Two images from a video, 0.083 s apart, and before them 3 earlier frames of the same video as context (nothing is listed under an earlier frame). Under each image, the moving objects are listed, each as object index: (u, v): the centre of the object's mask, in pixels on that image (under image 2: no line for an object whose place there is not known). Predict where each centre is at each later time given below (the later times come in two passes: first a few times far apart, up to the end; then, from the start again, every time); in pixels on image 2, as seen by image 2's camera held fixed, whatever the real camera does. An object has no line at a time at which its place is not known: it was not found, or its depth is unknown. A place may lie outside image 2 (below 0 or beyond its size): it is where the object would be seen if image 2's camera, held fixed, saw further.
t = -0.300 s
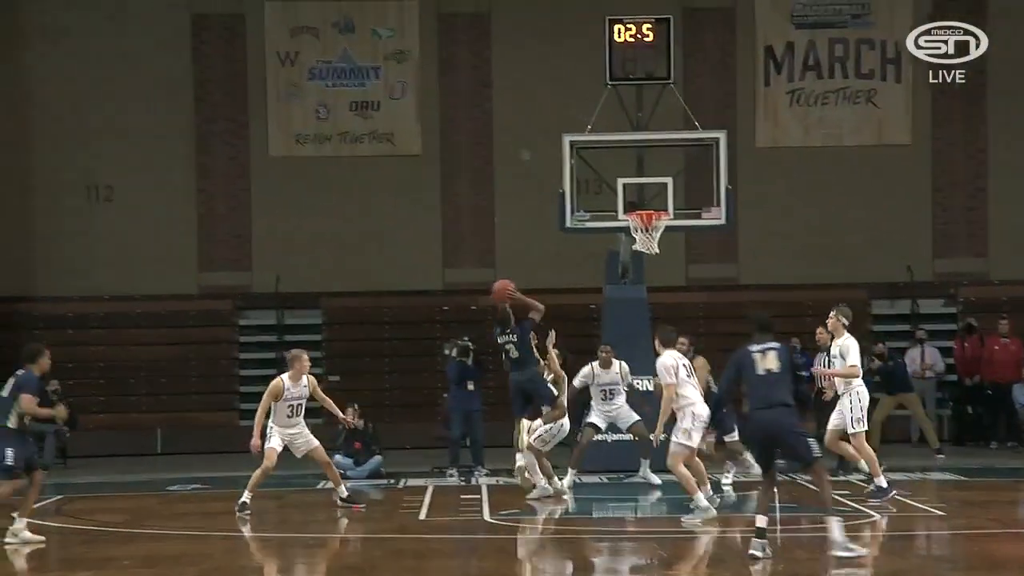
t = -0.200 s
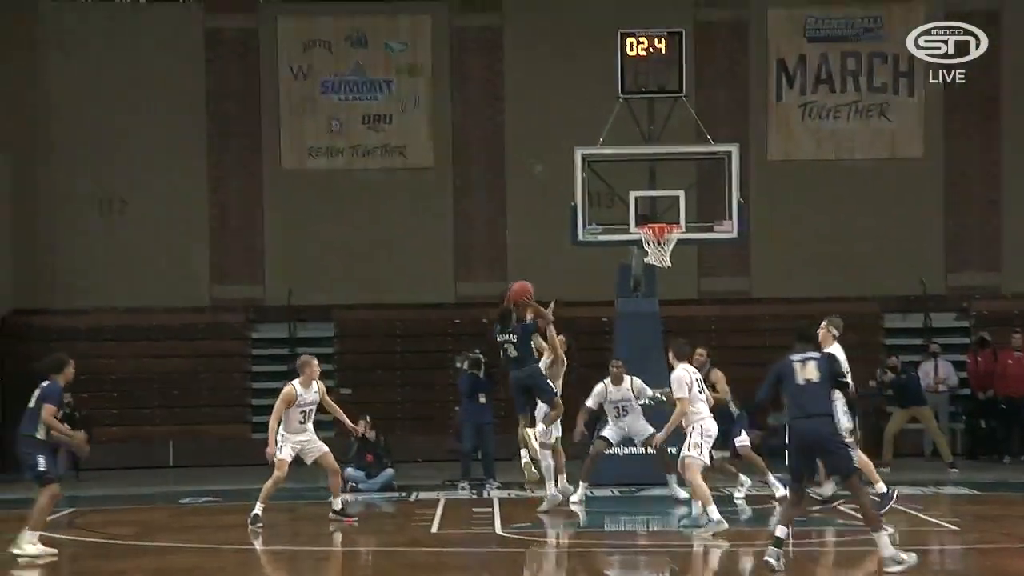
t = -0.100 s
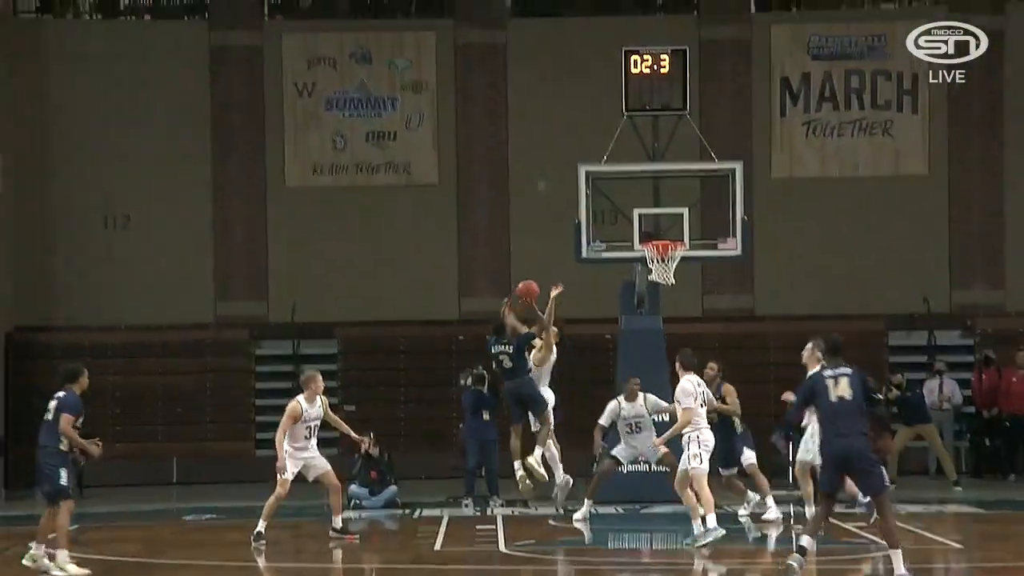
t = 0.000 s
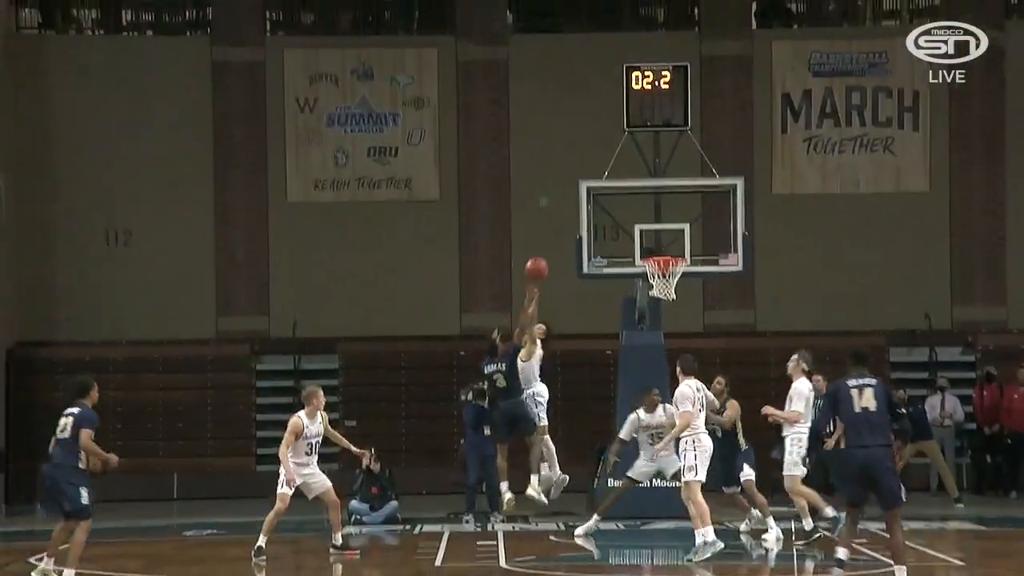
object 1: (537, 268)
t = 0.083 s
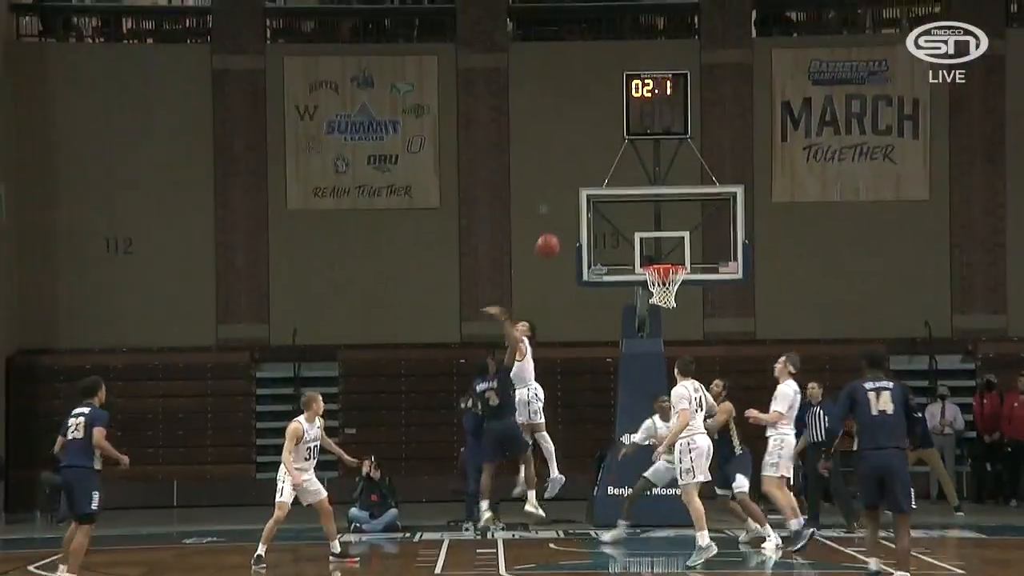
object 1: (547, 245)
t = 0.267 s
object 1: (572, 202)
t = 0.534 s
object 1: (608, 194)
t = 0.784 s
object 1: (640, 245)
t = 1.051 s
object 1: (668, 230)
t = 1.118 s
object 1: (674, 229)
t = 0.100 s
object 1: (550, 240)
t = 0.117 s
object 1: (552, 235)
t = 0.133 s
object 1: (555, 230)
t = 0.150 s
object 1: (557, 226)
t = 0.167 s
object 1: (559, 222)
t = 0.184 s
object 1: (561, 217)
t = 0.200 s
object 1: (564, 214)
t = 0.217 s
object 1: (566, 211)
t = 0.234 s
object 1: (568, 206)
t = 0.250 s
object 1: (570, 204)
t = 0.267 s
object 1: (572, 202)
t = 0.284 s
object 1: (574, 200)
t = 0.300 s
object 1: (577, 198)
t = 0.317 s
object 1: (579, 196)
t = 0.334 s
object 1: (581, 195)
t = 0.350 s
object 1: (583, 193)
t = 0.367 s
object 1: (585, 192)
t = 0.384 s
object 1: (588, 191)
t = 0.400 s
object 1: (590, 191)
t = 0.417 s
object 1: (593, 191)
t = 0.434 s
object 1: (595, 190)
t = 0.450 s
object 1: (597, 191)
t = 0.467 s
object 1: (599, 191)
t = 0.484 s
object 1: (601, 191)
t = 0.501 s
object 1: (603, 192)
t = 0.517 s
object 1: (606, 193)
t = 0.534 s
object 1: (608, 194)
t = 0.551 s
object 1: (610, 197)
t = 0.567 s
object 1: (612, 197)
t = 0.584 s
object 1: (614, 200)
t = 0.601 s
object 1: (616, 203)
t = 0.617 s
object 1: (619, 205)
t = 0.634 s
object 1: (621, 208)
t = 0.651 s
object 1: (623, 211)
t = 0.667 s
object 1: (626, 215)
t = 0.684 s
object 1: (628, 219)
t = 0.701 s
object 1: (629, 221)
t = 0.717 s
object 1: (631, 225)
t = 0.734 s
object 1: (634, 230)
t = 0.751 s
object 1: (636, 235)
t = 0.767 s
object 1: (638, 240)
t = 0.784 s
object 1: (640, 245)
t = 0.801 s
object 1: (643, 250)
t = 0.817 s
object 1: (645, 256)
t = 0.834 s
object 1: (646, 257)
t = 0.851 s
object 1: (648, 255)
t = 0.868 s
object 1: (649, 250)
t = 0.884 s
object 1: (652, 248)
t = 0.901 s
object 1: (653, 246)
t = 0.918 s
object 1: (654, 244)
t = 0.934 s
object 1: (656, 242)
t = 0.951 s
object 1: (656, 241)
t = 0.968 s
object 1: (659, 237)
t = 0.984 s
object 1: (661, 234)
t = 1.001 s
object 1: (662, 232)
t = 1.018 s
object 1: (664, 231)
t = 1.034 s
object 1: (666, 231)
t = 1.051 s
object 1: (668, 230)
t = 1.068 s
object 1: (669, 230)
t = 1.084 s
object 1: (671, 229)
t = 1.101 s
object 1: (672, 230)
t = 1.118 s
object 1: (674, 229)
